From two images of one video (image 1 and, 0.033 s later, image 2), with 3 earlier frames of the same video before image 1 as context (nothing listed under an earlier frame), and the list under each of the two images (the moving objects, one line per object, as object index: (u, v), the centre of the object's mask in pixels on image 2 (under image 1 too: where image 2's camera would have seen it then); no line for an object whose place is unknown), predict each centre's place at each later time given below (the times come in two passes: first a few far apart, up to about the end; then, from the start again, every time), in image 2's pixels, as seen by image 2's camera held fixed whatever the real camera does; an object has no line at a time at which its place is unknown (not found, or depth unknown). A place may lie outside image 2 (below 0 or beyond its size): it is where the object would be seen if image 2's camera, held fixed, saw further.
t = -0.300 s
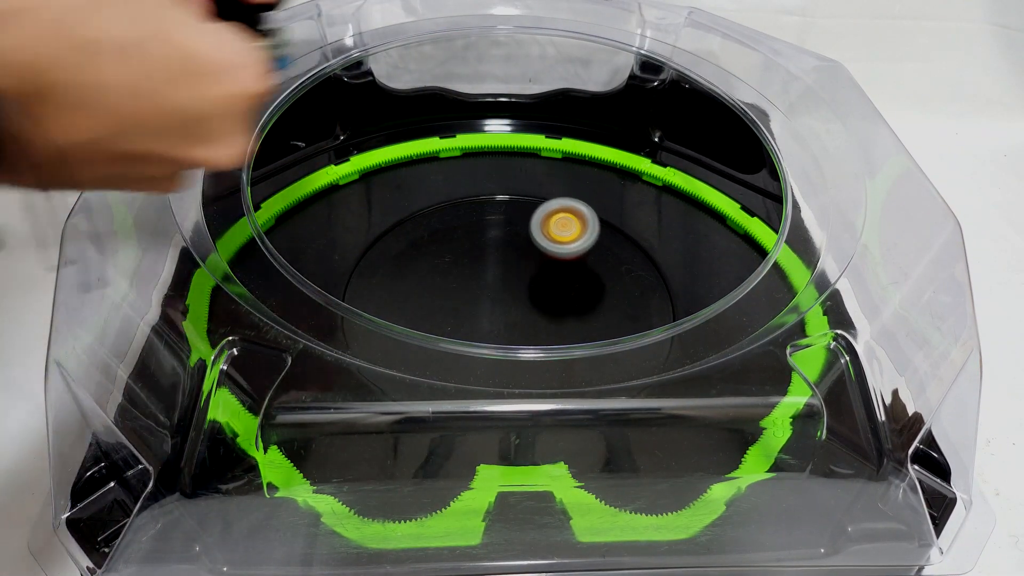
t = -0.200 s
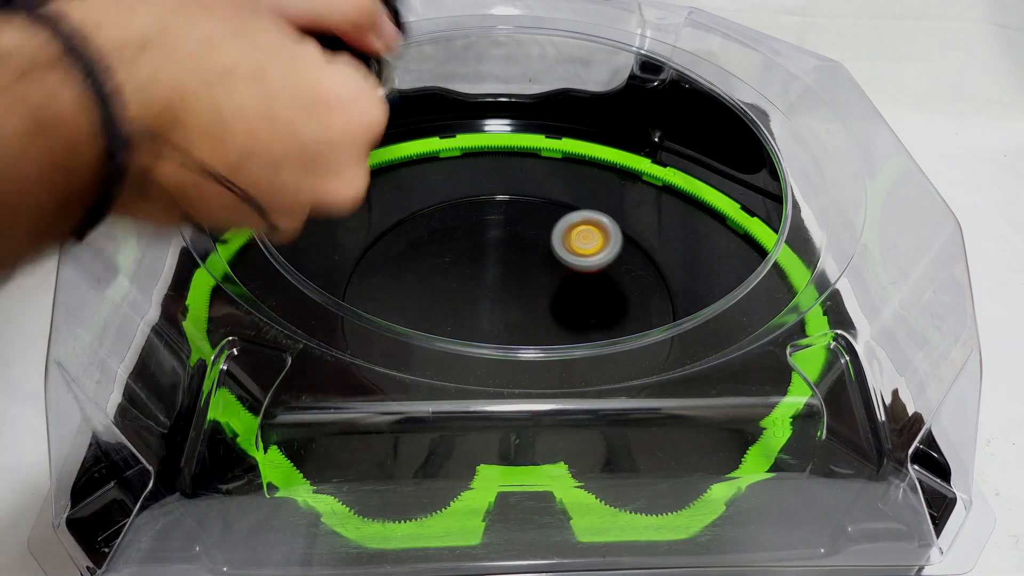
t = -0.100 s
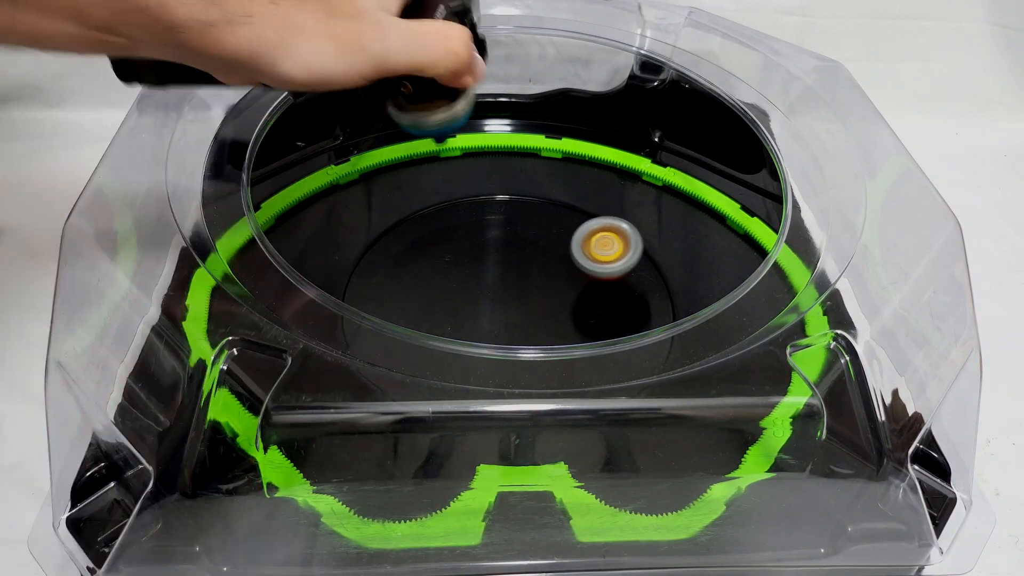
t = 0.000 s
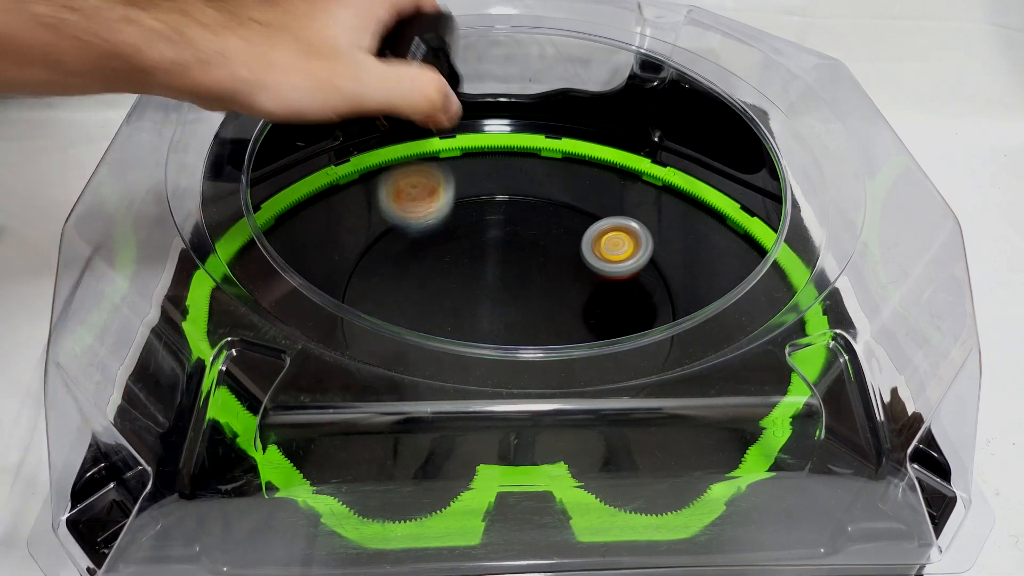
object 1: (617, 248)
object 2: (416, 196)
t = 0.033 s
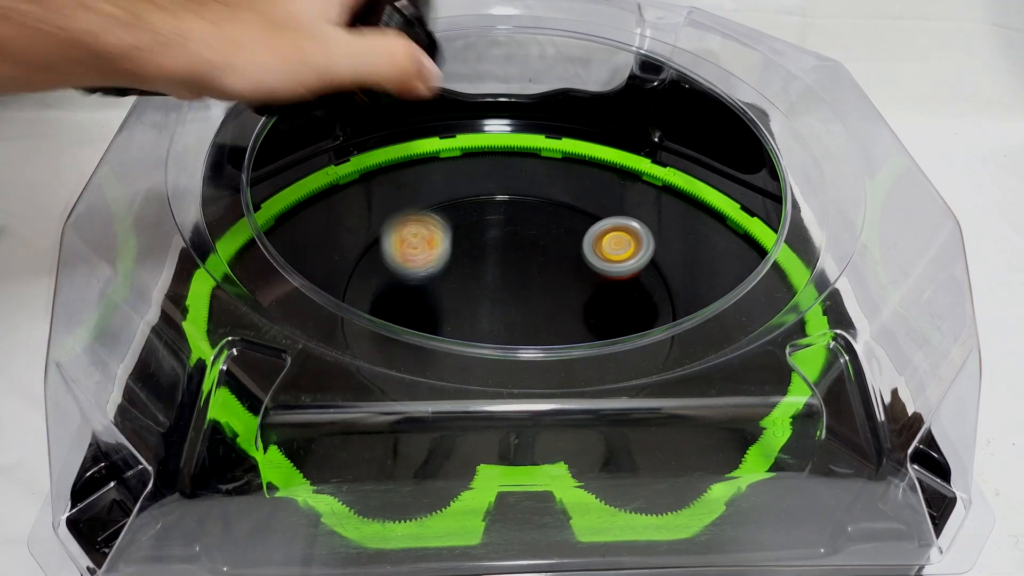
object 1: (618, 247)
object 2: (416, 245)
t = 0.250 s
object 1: (594, 255)
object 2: (510, 293)
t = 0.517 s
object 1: (409, 199)
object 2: (645, 466)
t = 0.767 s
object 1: (417, 456)
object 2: (437, 112)
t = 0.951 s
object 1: (700, 417)
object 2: (288, 343)
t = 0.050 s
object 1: (618, 248)
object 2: (420, 250)
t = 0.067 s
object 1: (617, 247)
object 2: (428, 242)
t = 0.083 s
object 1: (615, 247)
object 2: (435, 236)
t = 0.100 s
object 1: (613, 248)
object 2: (442, 234)
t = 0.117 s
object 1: (610, 248)
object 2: (450, 235)
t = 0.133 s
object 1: (607, 249)
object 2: (458, 239)
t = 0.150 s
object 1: (603, 250)
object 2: (466, 246)
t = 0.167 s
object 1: (600, 251)
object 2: (474, 257)
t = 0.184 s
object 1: (597, 252)
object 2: (481, 270)
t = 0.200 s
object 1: (594, 253)
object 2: (491, 273)
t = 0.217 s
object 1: (591, 255)
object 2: (502, 276)
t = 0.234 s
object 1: (588, 256)
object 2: (512, 282)
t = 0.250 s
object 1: (594, 255)
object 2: (510, 293)
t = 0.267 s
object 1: (647, 234)
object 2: (461, 306)
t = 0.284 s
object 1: (711, 203)
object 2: (389, 323)
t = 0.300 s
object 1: (766, 179)
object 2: (323, 335)
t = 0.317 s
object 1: (802, 156)
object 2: (262, 344)
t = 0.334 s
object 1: (760, 146)
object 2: (178, 356)
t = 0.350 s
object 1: (725, 142)
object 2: (134, 382)
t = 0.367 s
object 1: (693, 136)
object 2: (159, 411)
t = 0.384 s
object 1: (665, 124)
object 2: (201, 433)
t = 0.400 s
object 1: (634, 123)
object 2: (251, 450)
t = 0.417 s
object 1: (604, 124)
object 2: (298, 467)
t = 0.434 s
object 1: (572, 133)
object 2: (352, 491)
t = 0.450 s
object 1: (539, 145)
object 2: (404, 497)
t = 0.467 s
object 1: (501, 164)
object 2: (467, 503)
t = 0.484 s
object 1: (470, 177)
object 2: (530, 493)
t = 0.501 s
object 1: (439, 187)
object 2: (591, 479)
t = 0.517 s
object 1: (409, 199)
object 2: (645, 466)
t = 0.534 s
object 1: (377, 213)
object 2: (694, 452)
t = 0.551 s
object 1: (348, 224)
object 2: (736, 425)
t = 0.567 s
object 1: (321, 237)
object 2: (749, 374)
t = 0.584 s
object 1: (306, 243)
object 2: (762, 331)
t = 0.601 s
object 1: (272, 267)
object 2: (770, 290)
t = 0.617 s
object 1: (239, 291)
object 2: (786, 249)
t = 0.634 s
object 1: (210, 306)
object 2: (761, 215)
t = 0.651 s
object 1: (211, 321)
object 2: (722, 184)
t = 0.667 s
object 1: (237, 328)
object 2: (684, 159)
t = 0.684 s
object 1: (261, 337)
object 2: (650, 136)
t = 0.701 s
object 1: (288, 351)
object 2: (617, 119)
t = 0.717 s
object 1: (322, 370)
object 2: (573, 113)
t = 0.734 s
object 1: (347, 393)
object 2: (530, 110)
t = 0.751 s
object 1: (380, 423)
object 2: (481, 112)
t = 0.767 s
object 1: (417, 456)
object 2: (437, 112)
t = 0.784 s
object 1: (446, 479)
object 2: (396, 114)
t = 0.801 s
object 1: (479, 492)
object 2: (357, 123)
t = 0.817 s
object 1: (507, 497)
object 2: (315, 137)
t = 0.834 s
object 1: (541, 490)
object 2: (277, 152)
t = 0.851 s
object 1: (571, 480)
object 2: (236, 162)
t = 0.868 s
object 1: (599, 470)
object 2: (203, 178)
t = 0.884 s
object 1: (627, 460)
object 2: (212, 206)
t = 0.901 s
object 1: (649, 448)
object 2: (225, 240)
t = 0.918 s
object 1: (668, 440)
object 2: (250, 284)
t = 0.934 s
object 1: (685, 434)
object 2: (269, 313)
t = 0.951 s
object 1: (700, 417)
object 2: (288, 343)
